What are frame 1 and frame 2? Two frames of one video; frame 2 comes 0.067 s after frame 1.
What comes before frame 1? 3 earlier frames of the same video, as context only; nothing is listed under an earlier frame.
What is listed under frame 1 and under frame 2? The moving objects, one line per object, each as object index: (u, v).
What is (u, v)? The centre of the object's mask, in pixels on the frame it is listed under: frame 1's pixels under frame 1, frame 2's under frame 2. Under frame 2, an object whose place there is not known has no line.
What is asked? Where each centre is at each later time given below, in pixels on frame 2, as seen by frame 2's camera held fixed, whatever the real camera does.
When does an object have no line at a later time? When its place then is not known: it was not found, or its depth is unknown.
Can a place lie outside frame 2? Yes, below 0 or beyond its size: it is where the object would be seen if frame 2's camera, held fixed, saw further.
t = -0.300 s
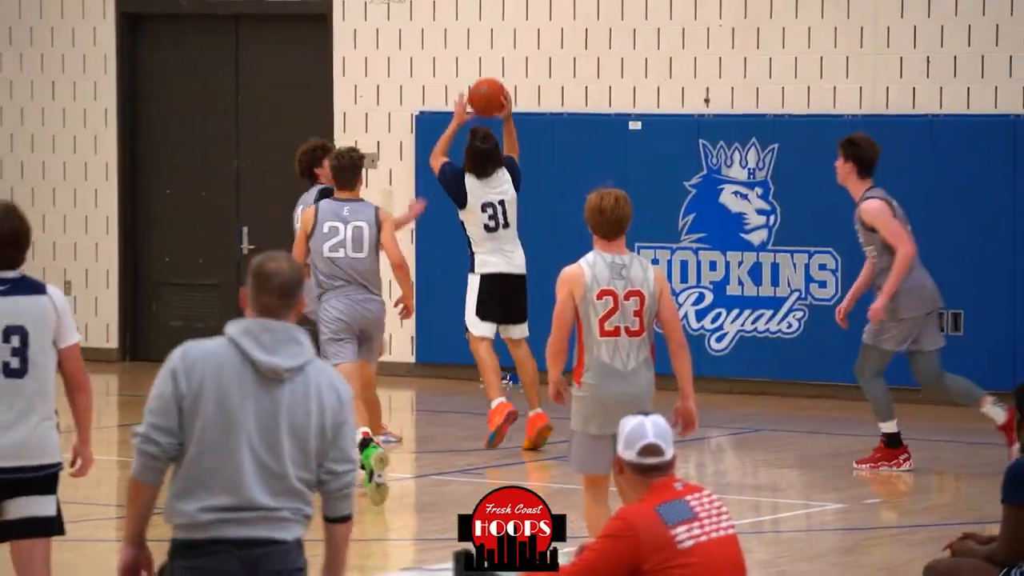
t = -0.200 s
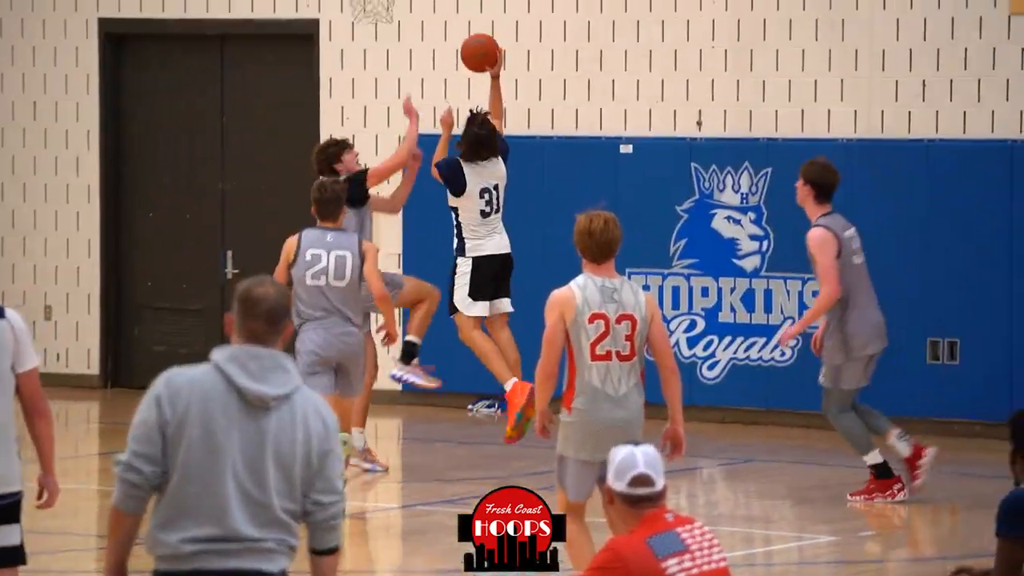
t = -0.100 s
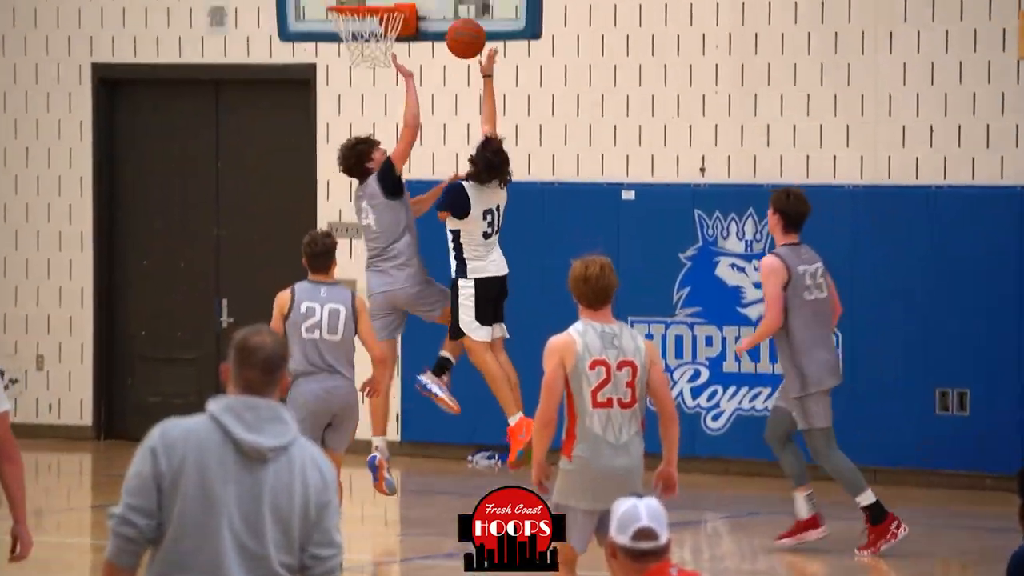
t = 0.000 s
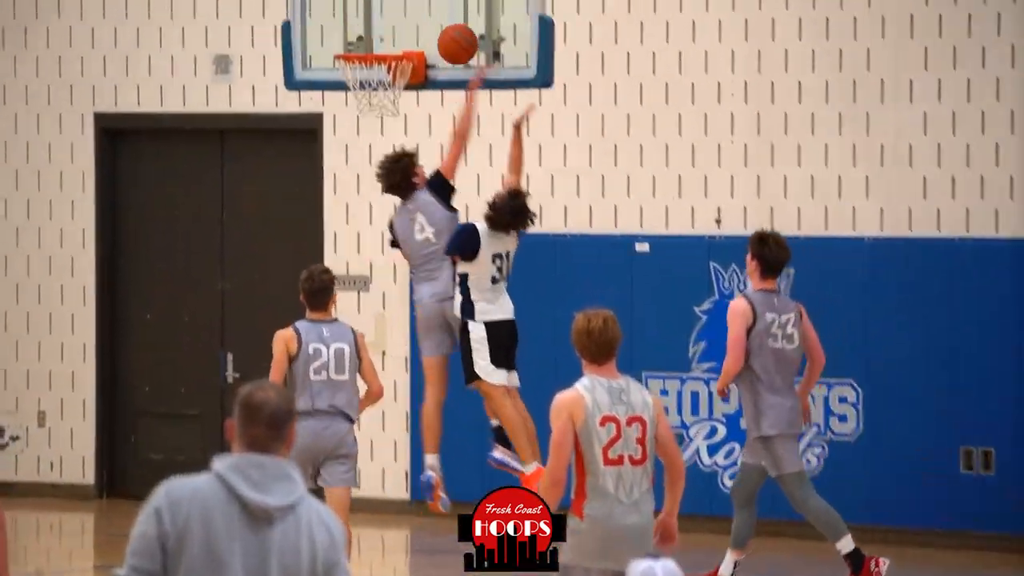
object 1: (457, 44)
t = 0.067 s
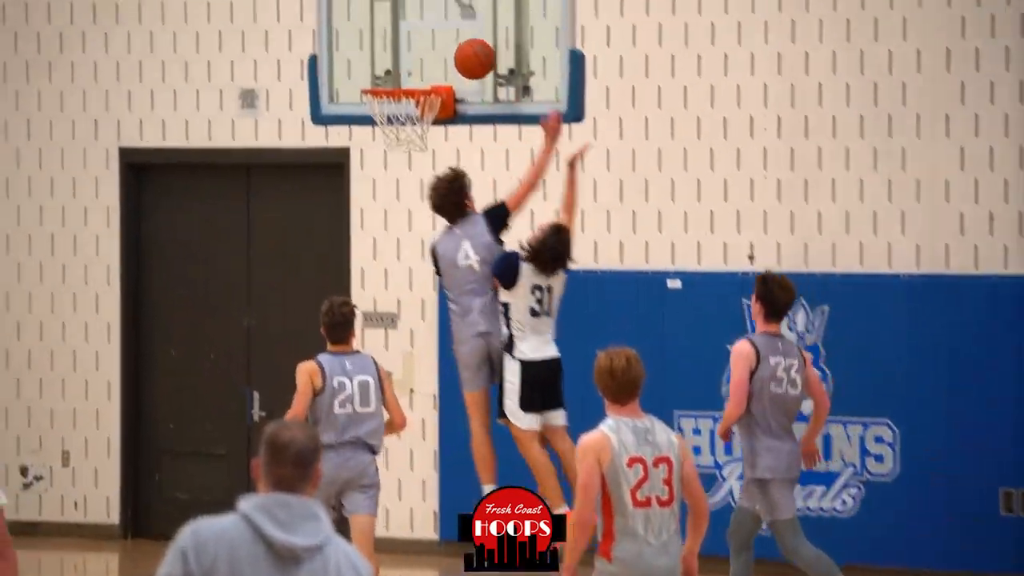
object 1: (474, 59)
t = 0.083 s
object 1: (471, 55)
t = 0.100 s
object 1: (468, 52)
